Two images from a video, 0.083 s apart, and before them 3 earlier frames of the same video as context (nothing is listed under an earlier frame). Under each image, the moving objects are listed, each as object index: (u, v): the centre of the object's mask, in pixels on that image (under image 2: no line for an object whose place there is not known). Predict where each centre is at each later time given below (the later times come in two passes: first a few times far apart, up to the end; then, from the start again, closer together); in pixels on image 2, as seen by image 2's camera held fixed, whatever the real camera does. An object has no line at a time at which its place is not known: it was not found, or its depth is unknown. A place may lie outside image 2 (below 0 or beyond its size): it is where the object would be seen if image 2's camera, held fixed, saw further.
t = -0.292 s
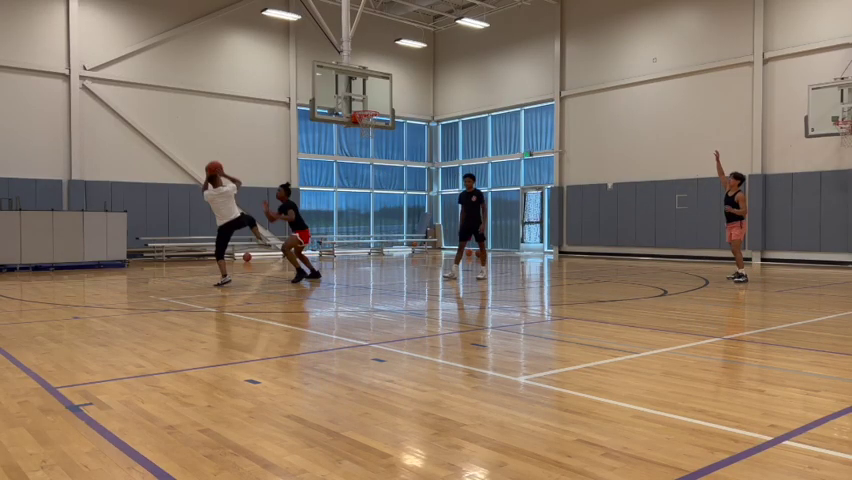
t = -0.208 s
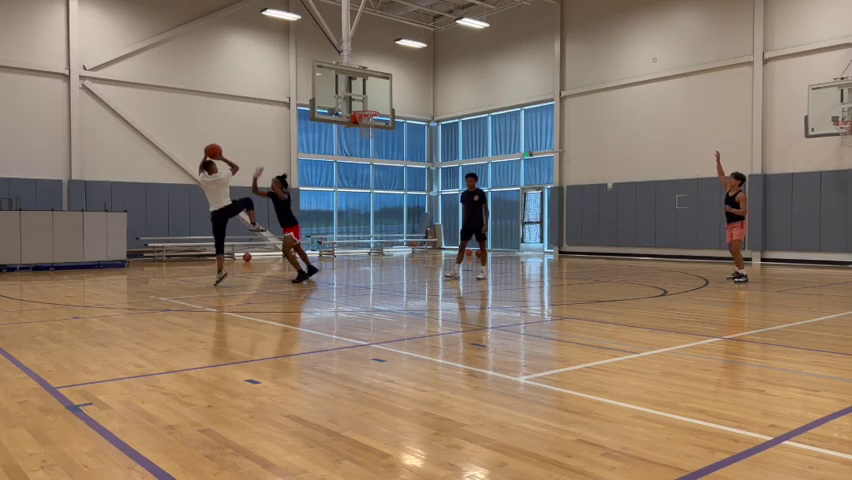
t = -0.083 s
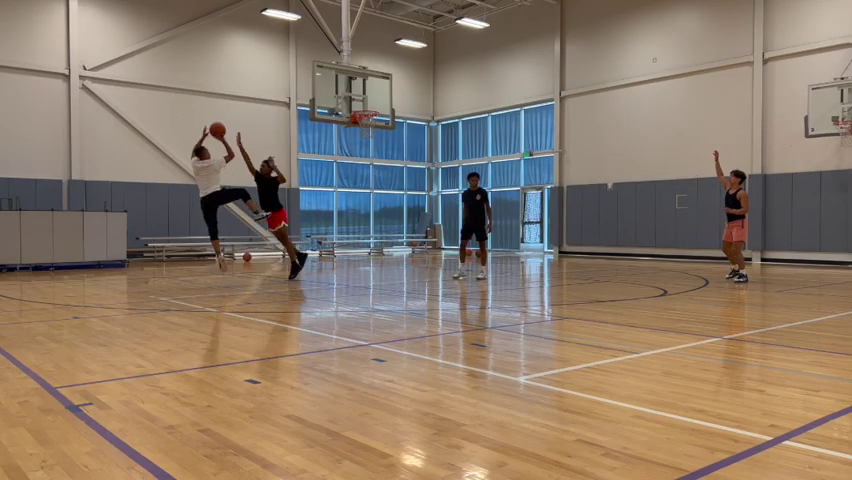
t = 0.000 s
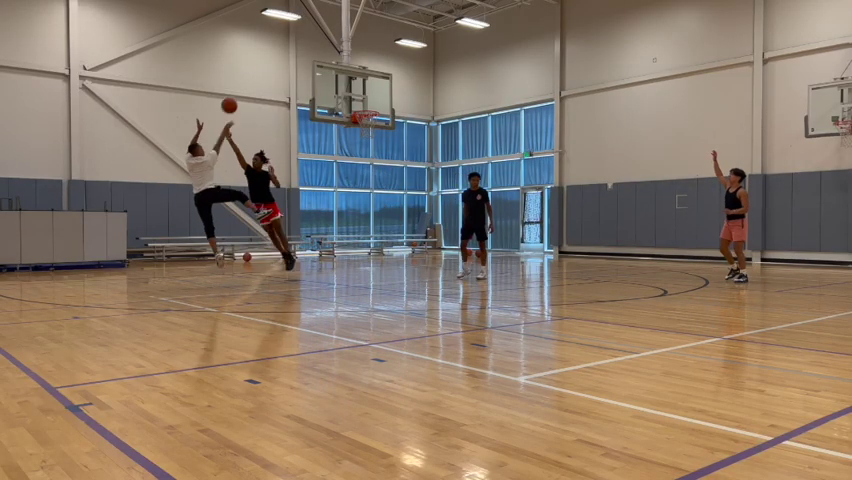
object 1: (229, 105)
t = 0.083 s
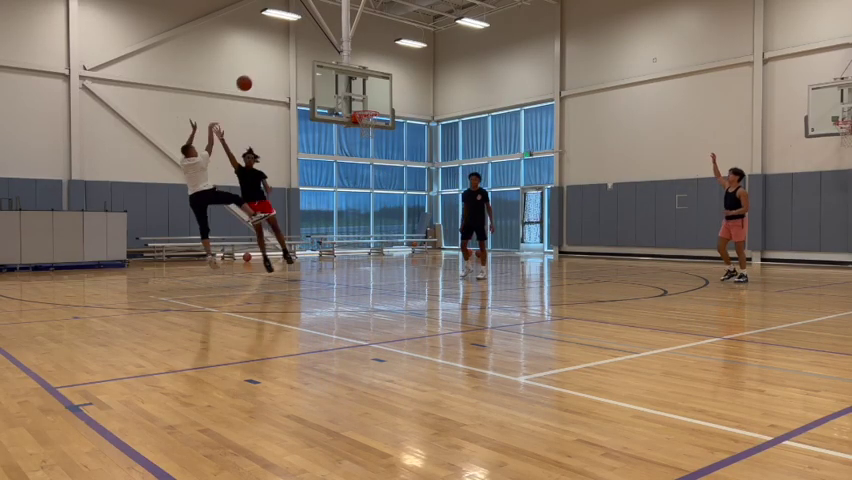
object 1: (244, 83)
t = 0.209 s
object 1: (265, 59)
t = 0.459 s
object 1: (304, 43)
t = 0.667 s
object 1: (334, 56)
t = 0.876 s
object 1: (360, 92)
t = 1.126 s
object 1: (357, 133)
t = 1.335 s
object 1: (343, 170)
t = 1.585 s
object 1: (327, 245)
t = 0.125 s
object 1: (251, 74)
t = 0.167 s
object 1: (258, 66)
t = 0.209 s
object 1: (265, 59)
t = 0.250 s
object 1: (272, 54)
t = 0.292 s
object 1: (279, 49)
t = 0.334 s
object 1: (285, 46)
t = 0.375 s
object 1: (292, 44)
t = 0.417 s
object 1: (298, 43)
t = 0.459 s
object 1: (304, 43)
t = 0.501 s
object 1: (310, 44)
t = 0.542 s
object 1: (317, 46)
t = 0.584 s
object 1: (322, 48)
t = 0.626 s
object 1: (328, 52)
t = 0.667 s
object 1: (334, 56)
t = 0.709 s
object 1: (339, 62)
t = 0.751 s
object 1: (344, 69)
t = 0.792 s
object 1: (350, 76)
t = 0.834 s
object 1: (355, 83)
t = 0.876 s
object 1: (360, 92)
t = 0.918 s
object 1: (365, 101)
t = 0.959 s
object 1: (371, 110)
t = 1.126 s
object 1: (357, 133)
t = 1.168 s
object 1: (354, 139)
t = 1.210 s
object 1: (351, 146)
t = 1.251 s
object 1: (349, 152)
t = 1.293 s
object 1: (346, 161)
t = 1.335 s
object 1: (343, 170)
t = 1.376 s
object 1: (341, 181)
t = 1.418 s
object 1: (337, 192)
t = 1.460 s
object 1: (335, 203)
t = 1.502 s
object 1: (332, 217)
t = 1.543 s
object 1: (329, 230)
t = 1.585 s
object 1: (327, 245)
